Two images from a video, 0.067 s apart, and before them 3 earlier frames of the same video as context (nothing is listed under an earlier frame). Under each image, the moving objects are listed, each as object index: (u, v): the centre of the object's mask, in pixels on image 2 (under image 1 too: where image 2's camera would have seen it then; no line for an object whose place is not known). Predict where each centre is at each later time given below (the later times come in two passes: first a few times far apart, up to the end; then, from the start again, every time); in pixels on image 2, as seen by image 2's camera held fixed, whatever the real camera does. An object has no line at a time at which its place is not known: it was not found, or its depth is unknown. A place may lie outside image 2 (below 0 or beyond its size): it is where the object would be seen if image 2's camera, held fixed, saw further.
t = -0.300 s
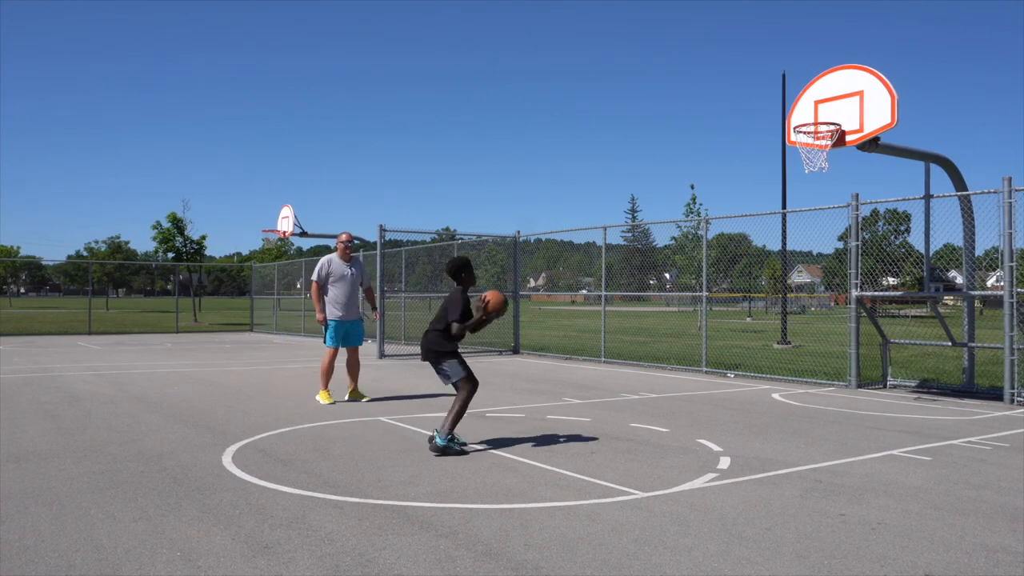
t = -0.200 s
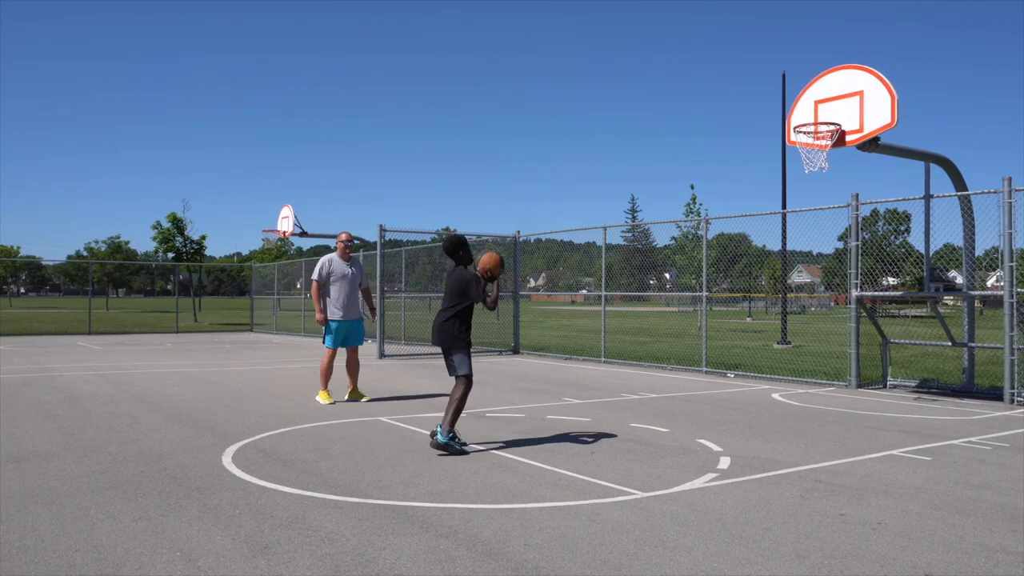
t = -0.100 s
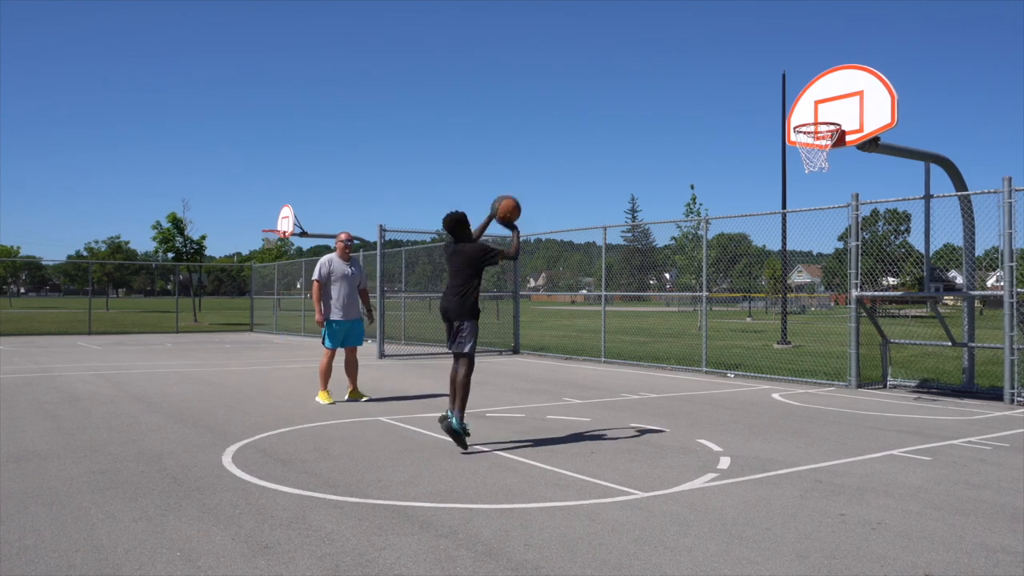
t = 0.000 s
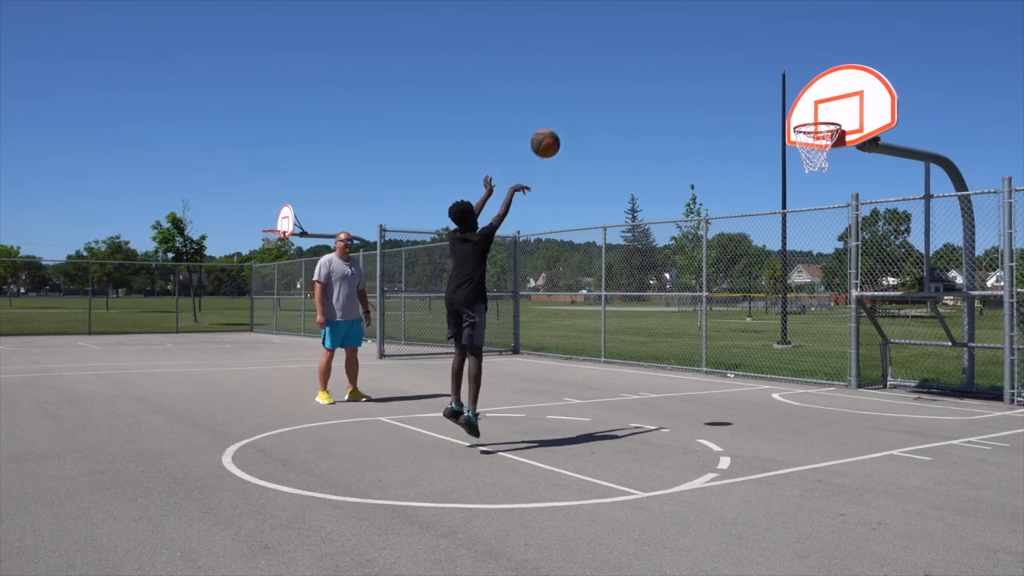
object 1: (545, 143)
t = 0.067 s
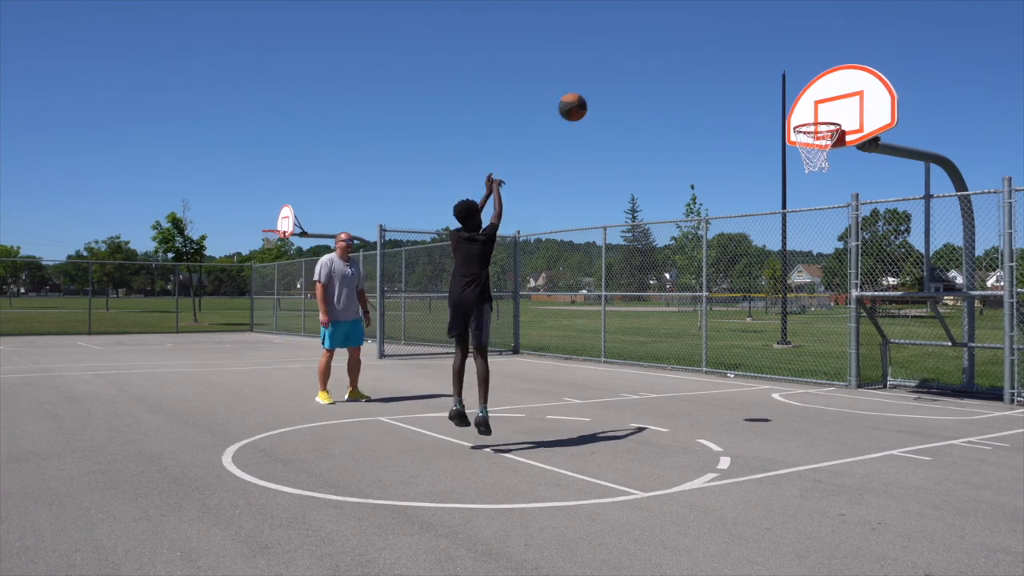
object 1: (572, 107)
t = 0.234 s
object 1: (636, 43)
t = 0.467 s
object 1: (714, 12)
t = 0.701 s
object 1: (781, 37)
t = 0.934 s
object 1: (840, 111)
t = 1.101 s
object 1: (854, 84)
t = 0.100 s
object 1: (586, 91)
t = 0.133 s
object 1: (599, 77)
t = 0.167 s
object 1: (611, 64)
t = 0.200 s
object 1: (624, 53)
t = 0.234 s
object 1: (636, 43)
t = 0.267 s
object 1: (648, 35)
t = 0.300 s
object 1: (660, 28)
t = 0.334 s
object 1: (671, 22)
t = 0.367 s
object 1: (682, 17)
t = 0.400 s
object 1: (693, 14)
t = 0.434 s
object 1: (704, 12)
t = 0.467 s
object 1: (714, 12)
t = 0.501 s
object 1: (724, 12)
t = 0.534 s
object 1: (734, 13)
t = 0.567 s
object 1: (744, 16)
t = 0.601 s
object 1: (753, 20)
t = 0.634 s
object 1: (763, 25)
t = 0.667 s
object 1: (772, 31)
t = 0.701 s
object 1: (781, 37)
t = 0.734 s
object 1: (790, 45)
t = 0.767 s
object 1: (799, 54)
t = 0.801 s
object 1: (807, 63)
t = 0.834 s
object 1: (815, 74)
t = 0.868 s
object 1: (824, 86)
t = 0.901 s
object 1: (832, 98)
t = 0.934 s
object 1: (840, 111)
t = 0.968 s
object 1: (847, 110)
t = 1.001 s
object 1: (854, 103)
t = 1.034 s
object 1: (857, 96)
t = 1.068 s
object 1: (855, 89)
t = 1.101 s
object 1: (854, 84)
